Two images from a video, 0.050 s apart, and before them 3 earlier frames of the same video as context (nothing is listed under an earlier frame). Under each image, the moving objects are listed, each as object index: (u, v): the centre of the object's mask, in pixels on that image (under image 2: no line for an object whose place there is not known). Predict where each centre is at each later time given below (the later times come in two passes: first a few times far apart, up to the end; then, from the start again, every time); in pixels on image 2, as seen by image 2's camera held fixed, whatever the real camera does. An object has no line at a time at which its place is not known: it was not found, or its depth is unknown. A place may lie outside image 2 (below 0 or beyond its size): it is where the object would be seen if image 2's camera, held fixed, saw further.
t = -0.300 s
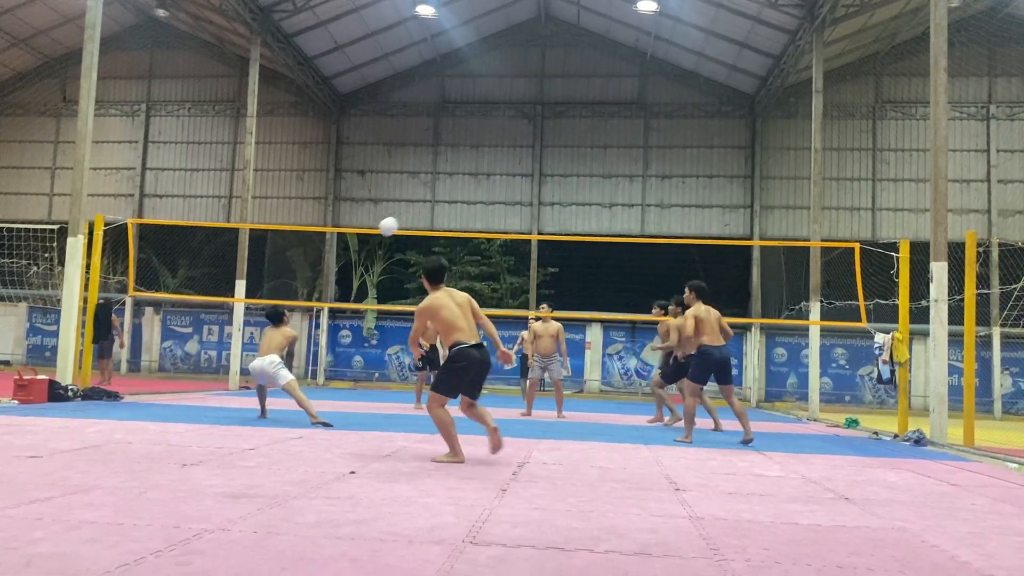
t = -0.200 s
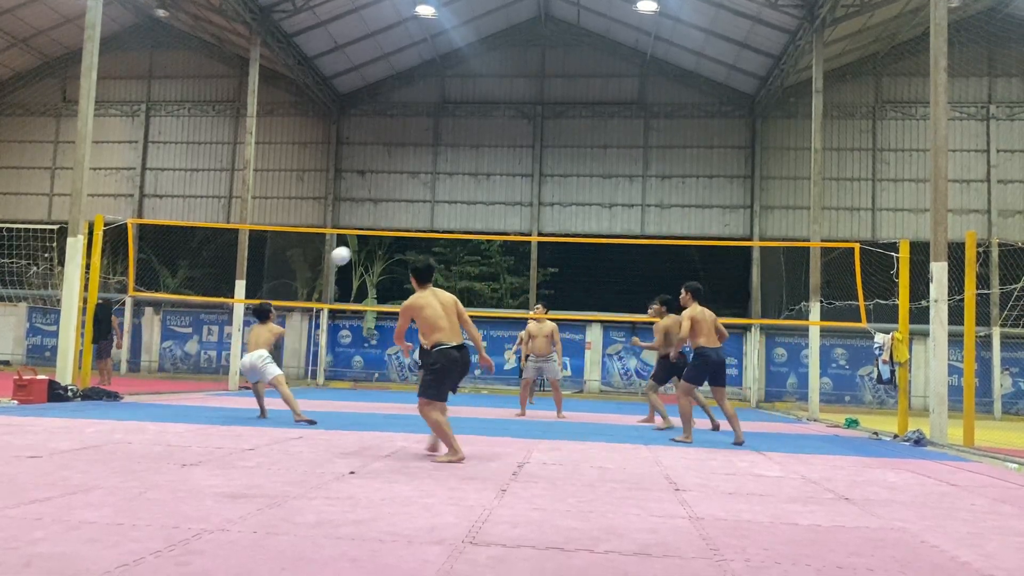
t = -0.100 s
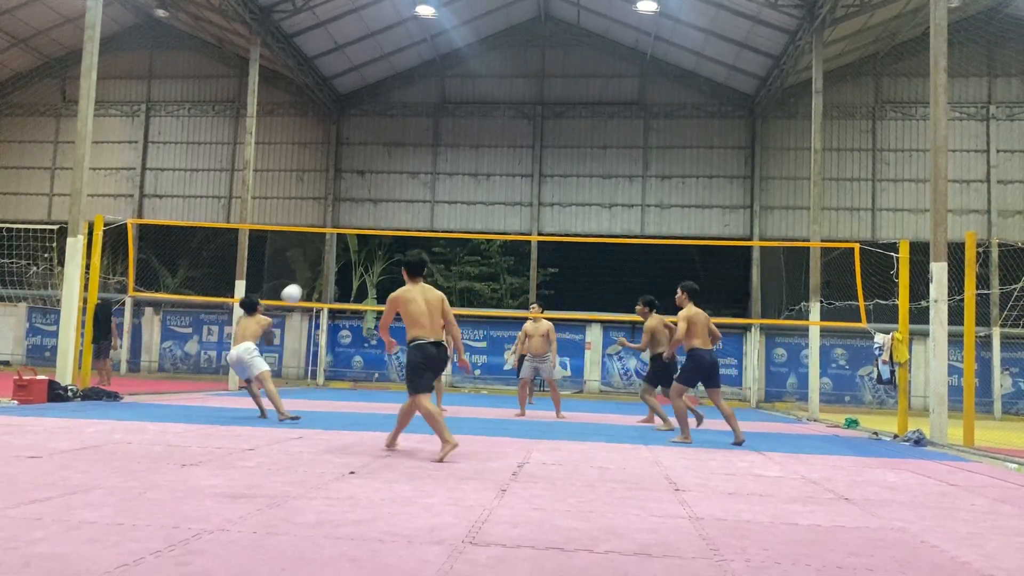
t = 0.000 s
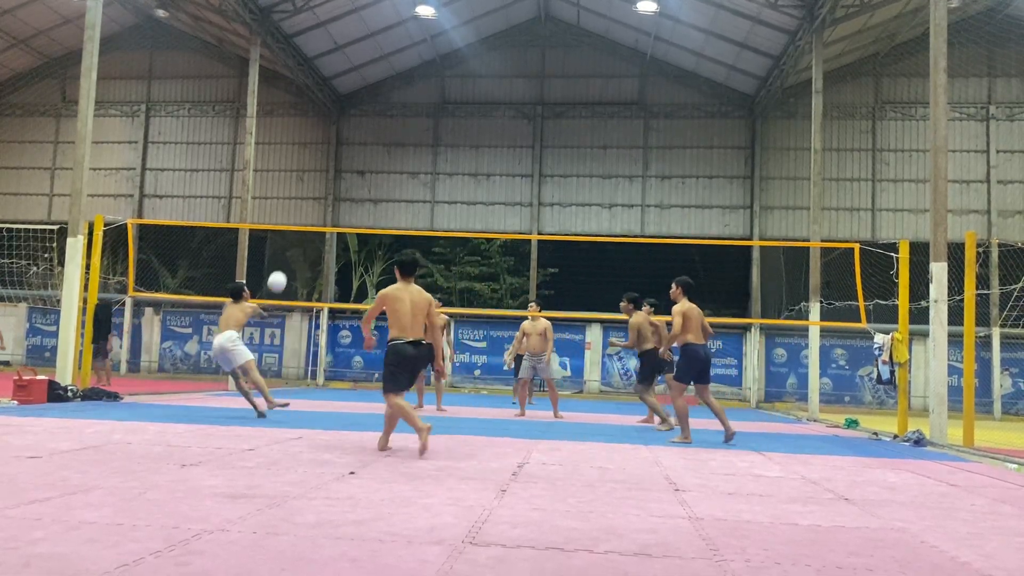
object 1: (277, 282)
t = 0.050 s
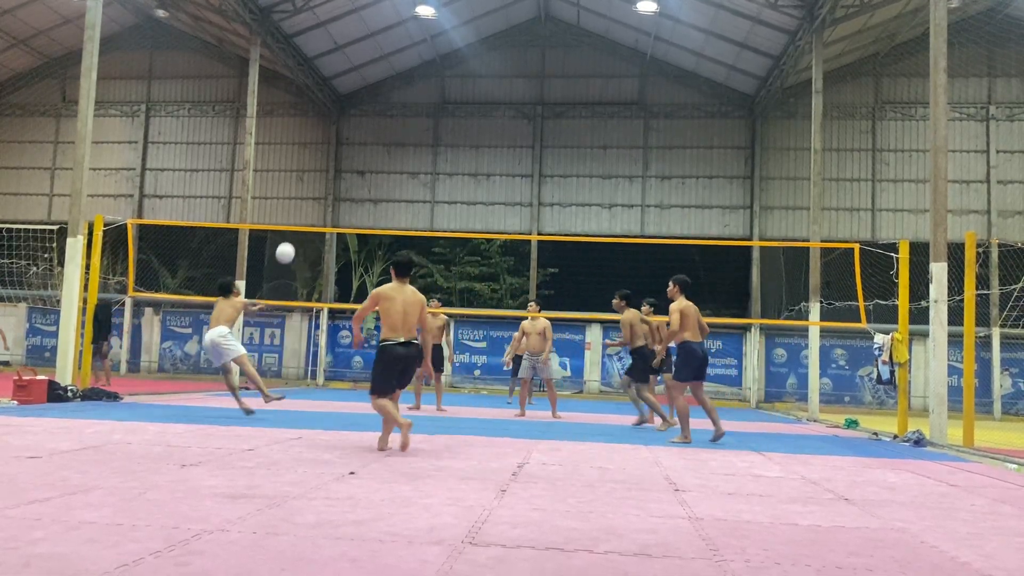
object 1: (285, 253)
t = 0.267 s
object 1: (318, 154)
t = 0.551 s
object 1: (356, 87)
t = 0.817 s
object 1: (388, 84)
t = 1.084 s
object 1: (415, 136)
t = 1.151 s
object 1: (422, 157)
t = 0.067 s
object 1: (288, 244)
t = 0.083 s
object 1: (290, 235)
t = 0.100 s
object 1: (293, 226)
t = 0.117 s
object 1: (296, 217)
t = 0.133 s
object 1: (298, 210)
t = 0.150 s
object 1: (301, 202)
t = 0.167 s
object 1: (304, 194)
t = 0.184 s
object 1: (306, 187)
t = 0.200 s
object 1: (308, 180)
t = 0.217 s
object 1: (311, 173)
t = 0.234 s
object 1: (313, 166)
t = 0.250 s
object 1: (316, 160)
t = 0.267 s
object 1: (318, 154)
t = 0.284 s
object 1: (321, 148)
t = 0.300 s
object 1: (323, 143)
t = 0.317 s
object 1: (325, 137)
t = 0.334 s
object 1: (328, 132)
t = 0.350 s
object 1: (330, 127)
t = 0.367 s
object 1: (332, 123)
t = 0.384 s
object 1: (335, 119)
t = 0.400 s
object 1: (337, 114)
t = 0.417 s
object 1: (339, 111)
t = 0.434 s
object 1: (341, 107)
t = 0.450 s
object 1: (344, 103)
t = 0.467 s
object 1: (346, 100)
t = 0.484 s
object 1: (348, 97)
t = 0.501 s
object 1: (350, 94)
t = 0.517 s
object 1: (352, 92)
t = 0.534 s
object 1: (354, 89)
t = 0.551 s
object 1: (356, 87)
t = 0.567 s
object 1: (358, 85)
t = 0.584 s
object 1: (360, 84)
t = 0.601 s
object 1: (363, 82)
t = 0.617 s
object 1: (365, 81)
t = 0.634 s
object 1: (367, 80)
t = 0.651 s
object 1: (369, 79)
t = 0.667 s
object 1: (370, 79)
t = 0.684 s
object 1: (373, 78)
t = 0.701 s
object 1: (374, 78)
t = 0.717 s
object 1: (376, 78)
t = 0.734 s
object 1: (378, 79)
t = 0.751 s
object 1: (380, 79)
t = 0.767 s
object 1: (382, 80)
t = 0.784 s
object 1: (384, 81)
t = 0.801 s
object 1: (386, 82)
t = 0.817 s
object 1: (388, 84)
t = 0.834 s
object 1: (390, 85)
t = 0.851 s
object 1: (391, 87)
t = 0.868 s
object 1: (393, 89)
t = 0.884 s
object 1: (395, 91)
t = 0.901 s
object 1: (397, 94)
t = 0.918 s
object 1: (399, 96)
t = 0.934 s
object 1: (401, 99)
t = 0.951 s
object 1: (402, 102)
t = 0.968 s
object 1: (404, 106)
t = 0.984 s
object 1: (406, 109)
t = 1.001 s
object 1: (407, 113)
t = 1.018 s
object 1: (409, 117)
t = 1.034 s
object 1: (411, 122)
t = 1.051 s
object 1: (412, 126)
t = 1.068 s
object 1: (414, 131)
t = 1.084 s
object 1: (415, 136)
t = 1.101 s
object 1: (417, 141)
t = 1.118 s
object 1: (419, 146)
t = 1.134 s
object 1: (420, 152)
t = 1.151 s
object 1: (422, 157)
